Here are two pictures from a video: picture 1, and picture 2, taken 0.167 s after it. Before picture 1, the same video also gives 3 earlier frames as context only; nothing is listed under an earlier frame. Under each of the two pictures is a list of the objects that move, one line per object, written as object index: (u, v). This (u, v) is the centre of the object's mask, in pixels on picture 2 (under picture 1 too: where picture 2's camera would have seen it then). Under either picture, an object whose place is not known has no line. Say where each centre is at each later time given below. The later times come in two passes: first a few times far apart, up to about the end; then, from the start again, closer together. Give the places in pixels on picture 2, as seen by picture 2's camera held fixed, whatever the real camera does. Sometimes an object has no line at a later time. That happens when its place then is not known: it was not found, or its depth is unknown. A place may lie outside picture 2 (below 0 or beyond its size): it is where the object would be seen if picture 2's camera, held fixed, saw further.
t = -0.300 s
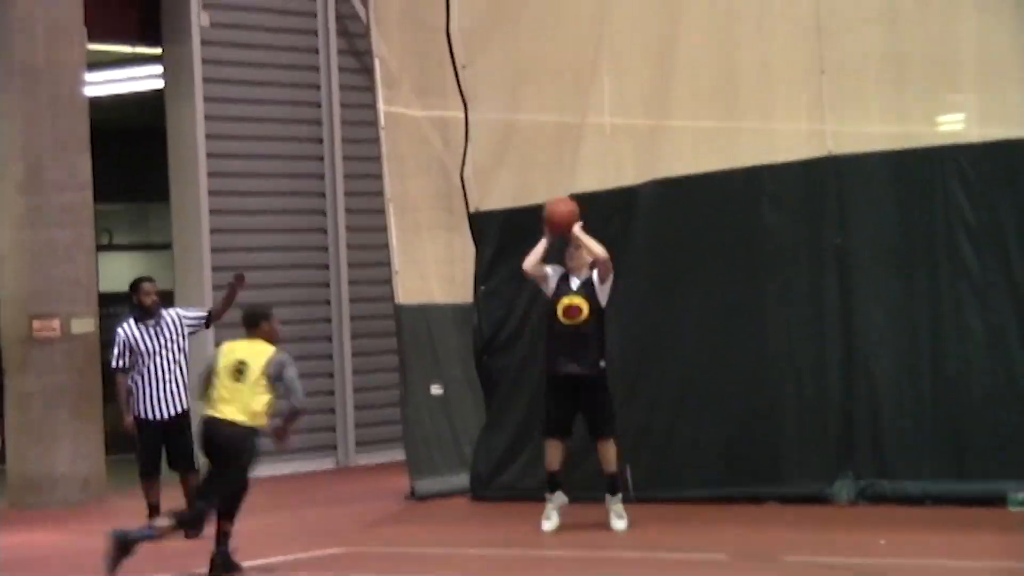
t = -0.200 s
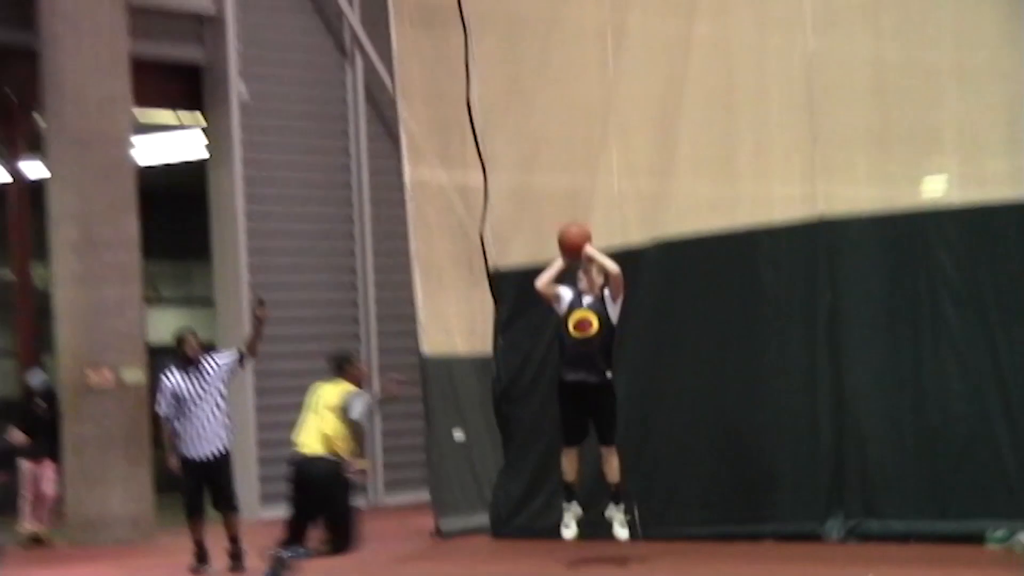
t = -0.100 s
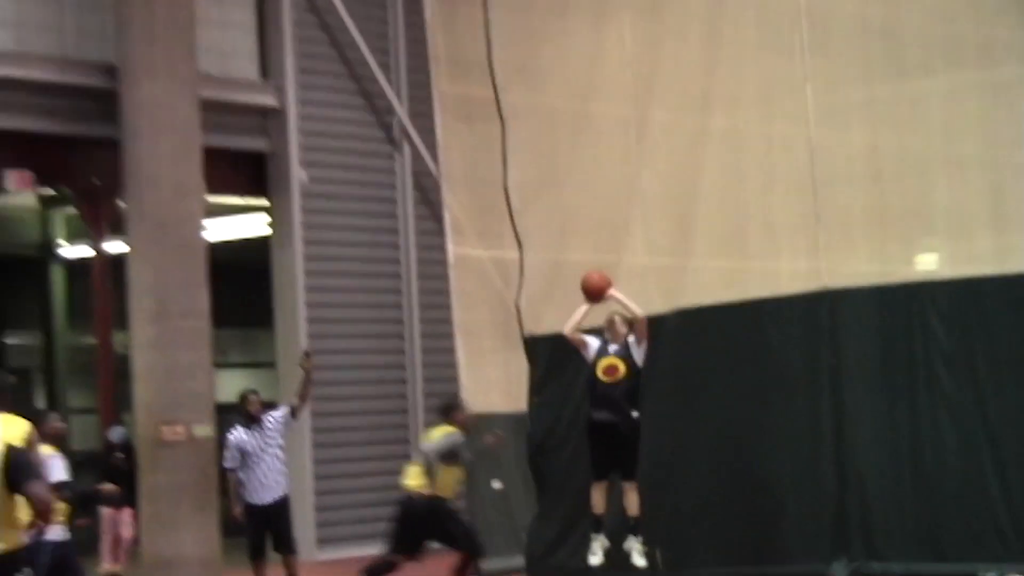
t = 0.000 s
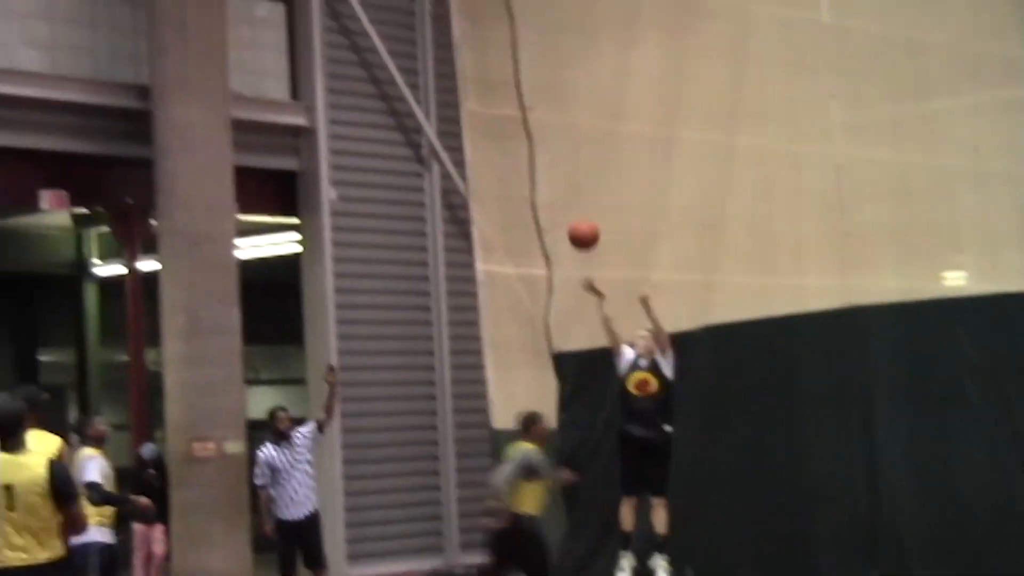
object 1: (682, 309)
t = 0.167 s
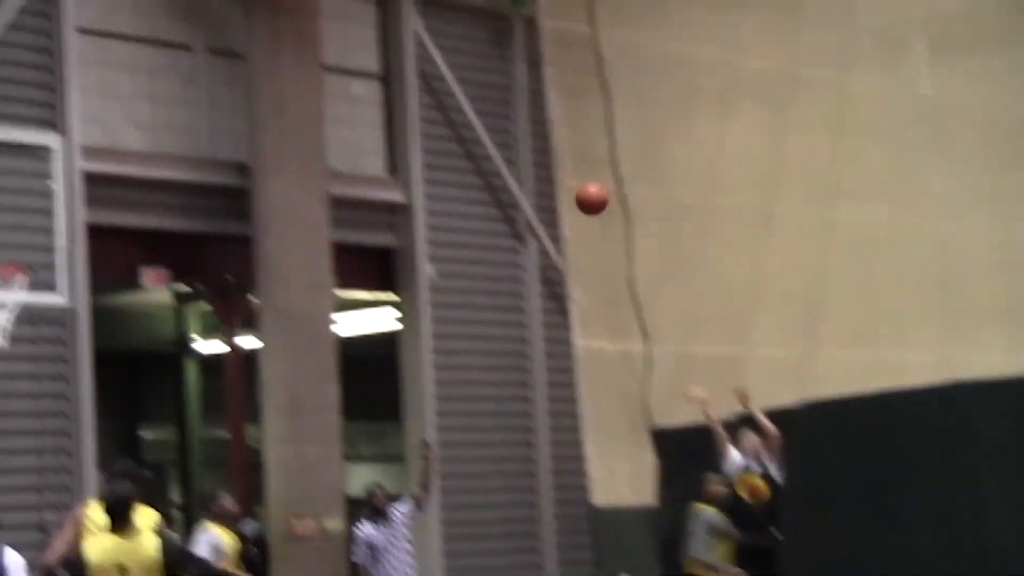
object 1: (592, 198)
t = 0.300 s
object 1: (519, 132)
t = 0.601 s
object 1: (343, 64)
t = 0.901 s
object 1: (149, 124)
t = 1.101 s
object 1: (7, 253)
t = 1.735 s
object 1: (23, 442)
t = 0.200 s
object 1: (574, 180)
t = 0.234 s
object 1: (556, 163)
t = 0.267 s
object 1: (537, 147)
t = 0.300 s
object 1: (519, 132)
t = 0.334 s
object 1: (501, 119)
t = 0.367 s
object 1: (482, 107)
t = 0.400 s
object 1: (463, 97)
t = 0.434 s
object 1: (444, 87)
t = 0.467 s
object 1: (423, 79)
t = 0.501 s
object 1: (404, 73)
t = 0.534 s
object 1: (384, 68)
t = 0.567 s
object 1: (365, 65)
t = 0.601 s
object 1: (343, 64)
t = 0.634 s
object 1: (323, 63)
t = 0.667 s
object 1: (304, 65)
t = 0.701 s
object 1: (283, 68)
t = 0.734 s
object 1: (261, 72)
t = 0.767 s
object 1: (240, 79)
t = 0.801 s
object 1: (218, 87)
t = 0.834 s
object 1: (195, 97)
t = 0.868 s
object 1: (173, 111)
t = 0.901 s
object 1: (149, 124)
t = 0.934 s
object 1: (126, 141)
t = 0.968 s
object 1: (104, 159)
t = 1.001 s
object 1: (81, 180)
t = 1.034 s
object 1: (56, 202)
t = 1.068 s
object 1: (32, 228)
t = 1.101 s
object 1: (7, 253)
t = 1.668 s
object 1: (7, 402)
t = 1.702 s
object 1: (15, 421)
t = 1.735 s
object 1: (23, 442)
